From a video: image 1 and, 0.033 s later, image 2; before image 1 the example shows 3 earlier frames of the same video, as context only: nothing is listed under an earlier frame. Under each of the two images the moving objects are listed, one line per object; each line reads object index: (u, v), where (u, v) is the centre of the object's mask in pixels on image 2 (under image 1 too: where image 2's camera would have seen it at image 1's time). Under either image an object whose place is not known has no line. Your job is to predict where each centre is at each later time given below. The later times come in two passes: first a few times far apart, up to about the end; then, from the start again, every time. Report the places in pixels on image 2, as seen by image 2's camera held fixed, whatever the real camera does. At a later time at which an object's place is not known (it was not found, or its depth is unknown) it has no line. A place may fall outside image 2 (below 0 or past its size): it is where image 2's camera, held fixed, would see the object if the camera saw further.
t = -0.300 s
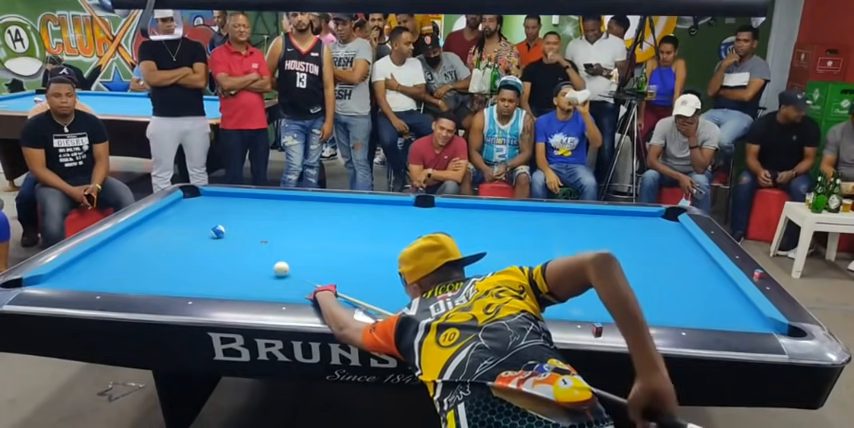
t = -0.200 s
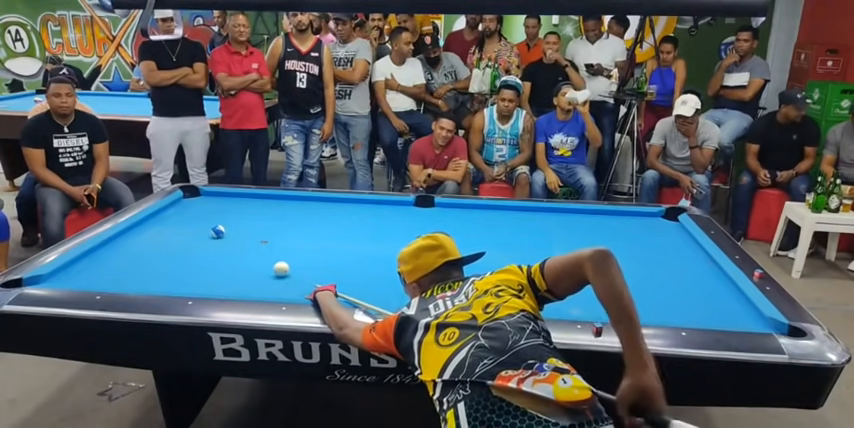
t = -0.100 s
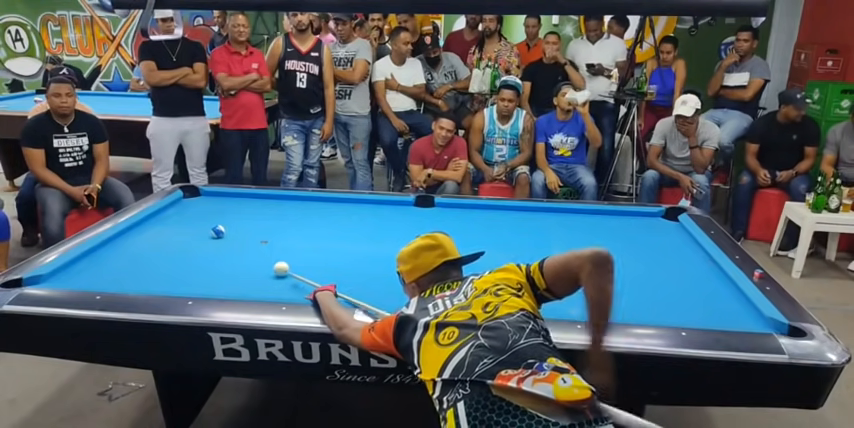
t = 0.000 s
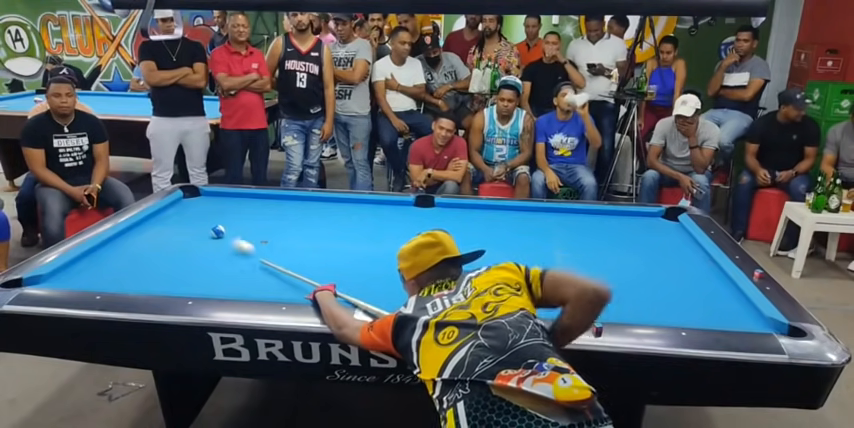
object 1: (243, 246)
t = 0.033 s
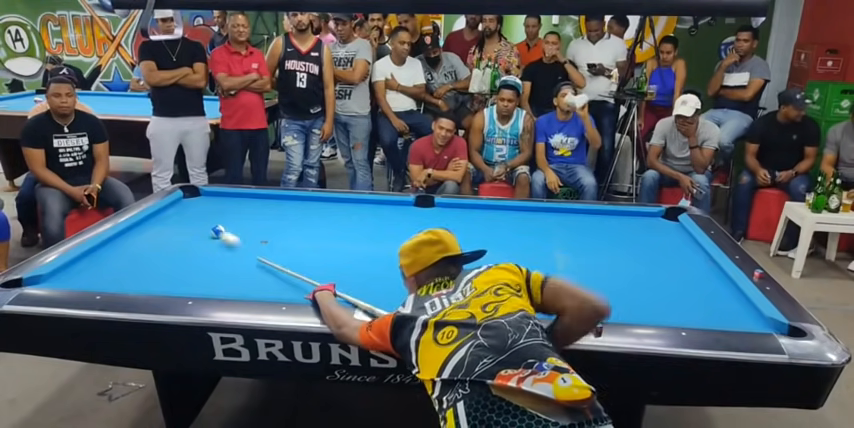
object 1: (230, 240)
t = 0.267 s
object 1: (182, 238)
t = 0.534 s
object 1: (137, 241)
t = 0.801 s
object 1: (110, 247)
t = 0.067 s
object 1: (218, 235)
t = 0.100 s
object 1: (211, 236)
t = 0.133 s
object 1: (205, 236)
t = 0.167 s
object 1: (199, 237)
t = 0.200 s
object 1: (193, 237)
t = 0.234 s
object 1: (188, 237)
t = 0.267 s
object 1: (182, 238)
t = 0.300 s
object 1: (176, 238)
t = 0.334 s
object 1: (171, 239)
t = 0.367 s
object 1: (165, 239)
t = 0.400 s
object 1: (159, 240)
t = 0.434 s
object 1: (154, 240)
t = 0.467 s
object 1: (148, 241)
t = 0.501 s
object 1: (142, 241)
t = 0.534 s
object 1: (137, 241)
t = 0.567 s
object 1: (131, 242)
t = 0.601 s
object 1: (125, 242)
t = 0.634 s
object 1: (120, 243)
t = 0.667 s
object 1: (114, 243)
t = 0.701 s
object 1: (108, 244)
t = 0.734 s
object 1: (107, 244)
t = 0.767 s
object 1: (109, 246)
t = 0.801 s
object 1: (110, 247)
